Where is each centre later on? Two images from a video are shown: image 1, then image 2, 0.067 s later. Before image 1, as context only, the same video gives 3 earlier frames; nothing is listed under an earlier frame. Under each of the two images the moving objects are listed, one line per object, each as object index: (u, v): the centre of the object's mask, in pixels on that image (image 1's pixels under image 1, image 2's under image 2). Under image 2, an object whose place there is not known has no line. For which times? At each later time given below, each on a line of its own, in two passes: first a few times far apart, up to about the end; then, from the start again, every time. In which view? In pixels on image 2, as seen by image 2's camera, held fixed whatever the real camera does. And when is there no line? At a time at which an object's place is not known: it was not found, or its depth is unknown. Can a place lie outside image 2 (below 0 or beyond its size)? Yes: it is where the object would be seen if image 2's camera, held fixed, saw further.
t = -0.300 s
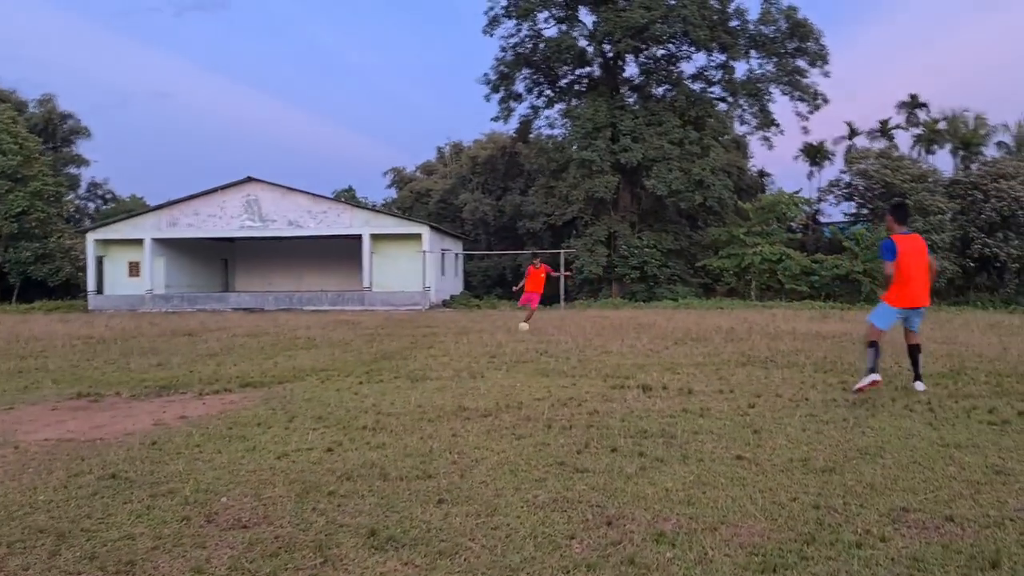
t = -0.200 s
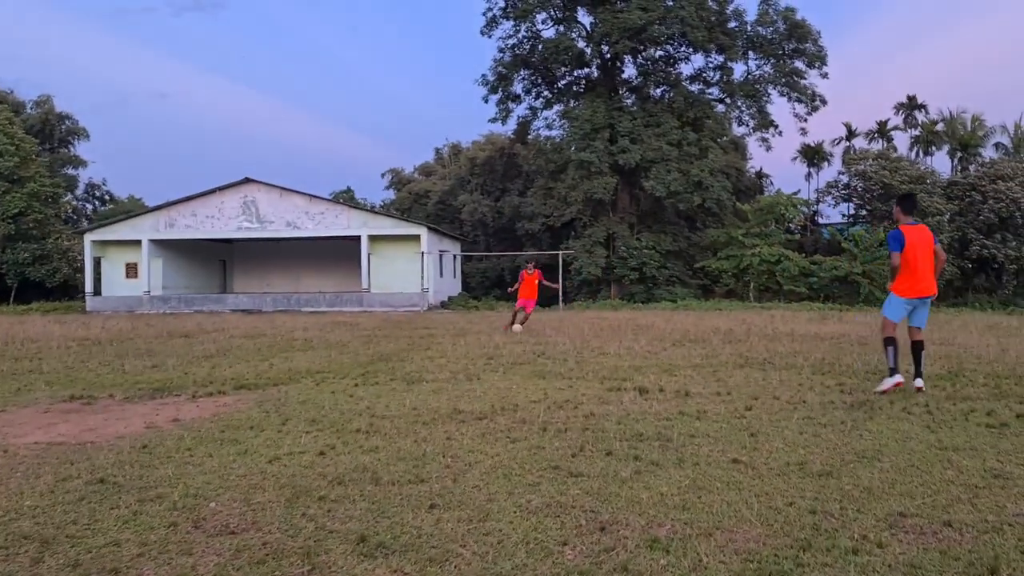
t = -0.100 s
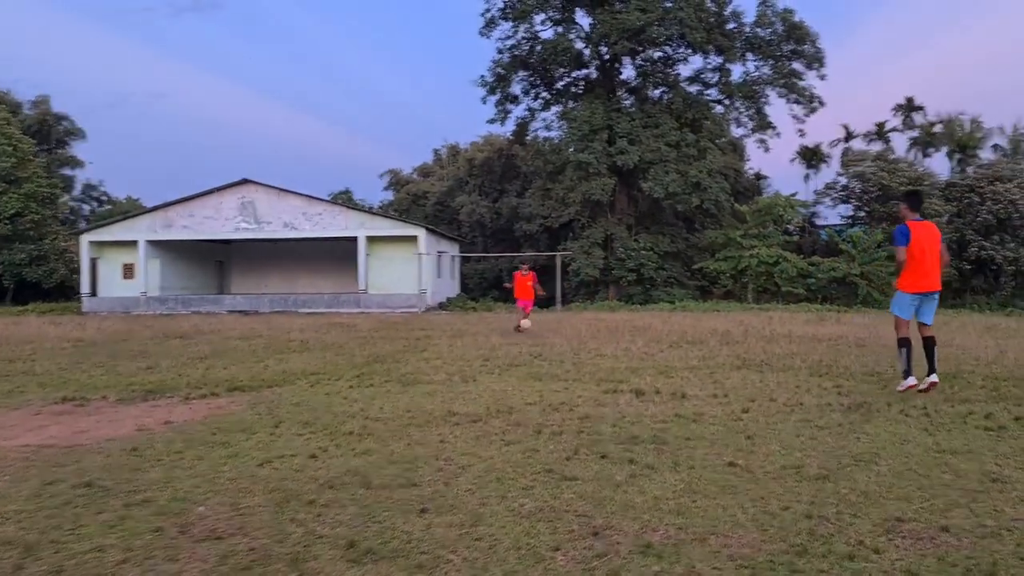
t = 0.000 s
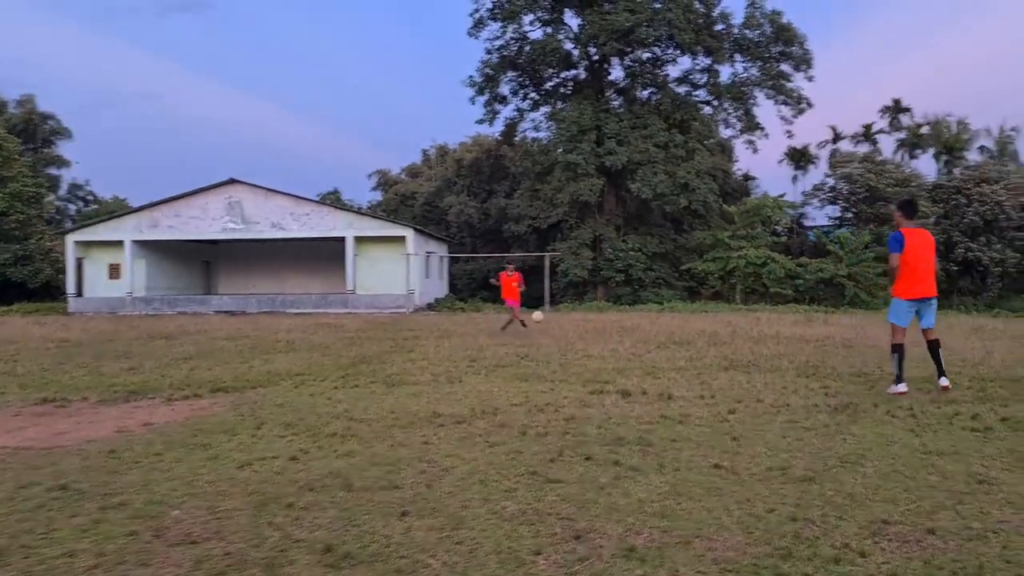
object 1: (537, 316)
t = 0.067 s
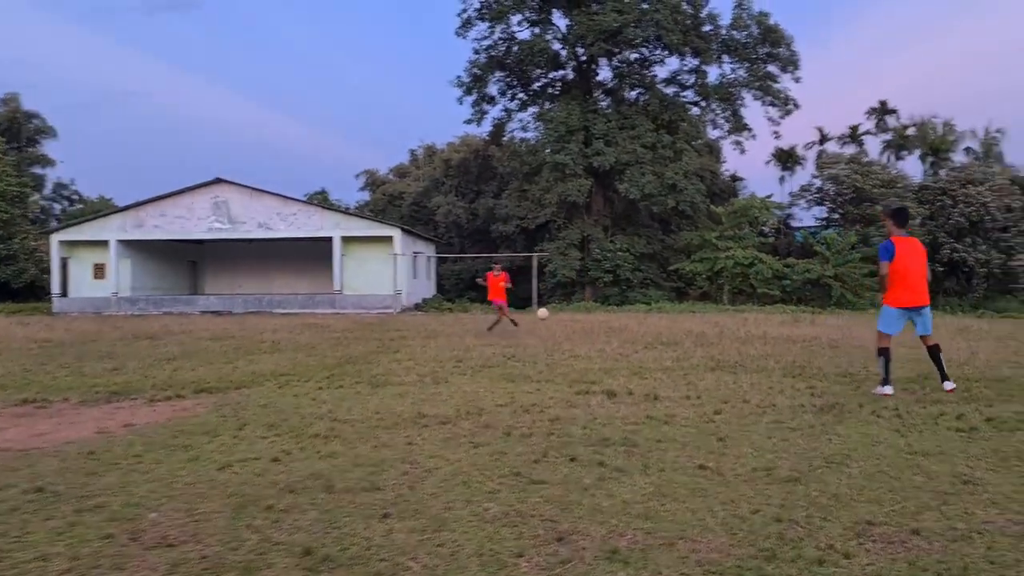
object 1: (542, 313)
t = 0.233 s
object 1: (592, 318)
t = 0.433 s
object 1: (672, 348)
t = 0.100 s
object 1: (551, 313)
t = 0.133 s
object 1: (560, 313)
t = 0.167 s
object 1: (570, 314)
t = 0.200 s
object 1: (581, 316)
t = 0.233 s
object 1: (592, 318)
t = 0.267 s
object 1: (604, 321)
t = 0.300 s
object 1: (616, 325)
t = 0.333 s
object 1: (629, 330)
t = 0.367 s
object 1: (643, 336)
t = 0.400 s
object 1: (658, 343)
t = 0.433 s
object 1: (672, 348)
